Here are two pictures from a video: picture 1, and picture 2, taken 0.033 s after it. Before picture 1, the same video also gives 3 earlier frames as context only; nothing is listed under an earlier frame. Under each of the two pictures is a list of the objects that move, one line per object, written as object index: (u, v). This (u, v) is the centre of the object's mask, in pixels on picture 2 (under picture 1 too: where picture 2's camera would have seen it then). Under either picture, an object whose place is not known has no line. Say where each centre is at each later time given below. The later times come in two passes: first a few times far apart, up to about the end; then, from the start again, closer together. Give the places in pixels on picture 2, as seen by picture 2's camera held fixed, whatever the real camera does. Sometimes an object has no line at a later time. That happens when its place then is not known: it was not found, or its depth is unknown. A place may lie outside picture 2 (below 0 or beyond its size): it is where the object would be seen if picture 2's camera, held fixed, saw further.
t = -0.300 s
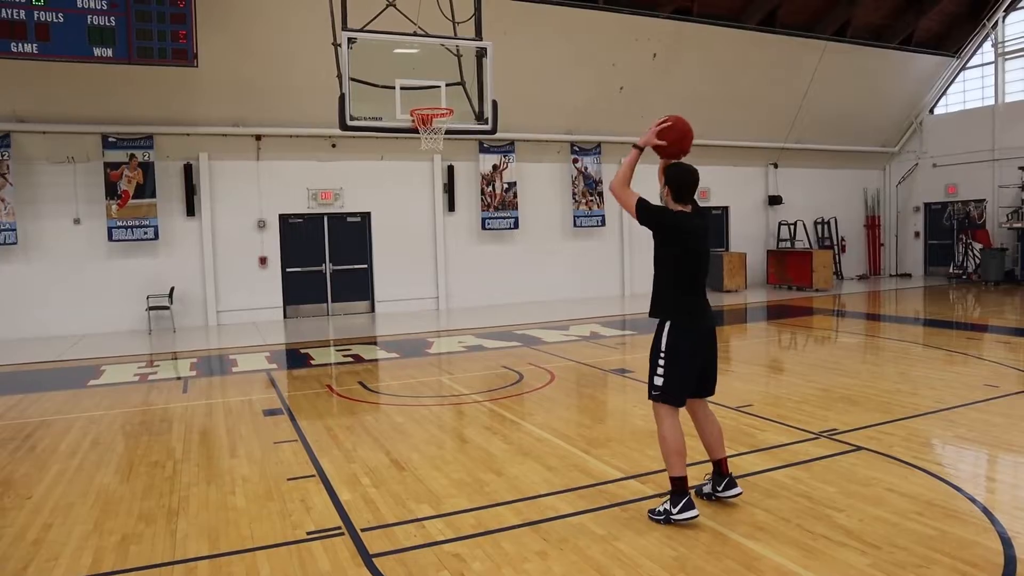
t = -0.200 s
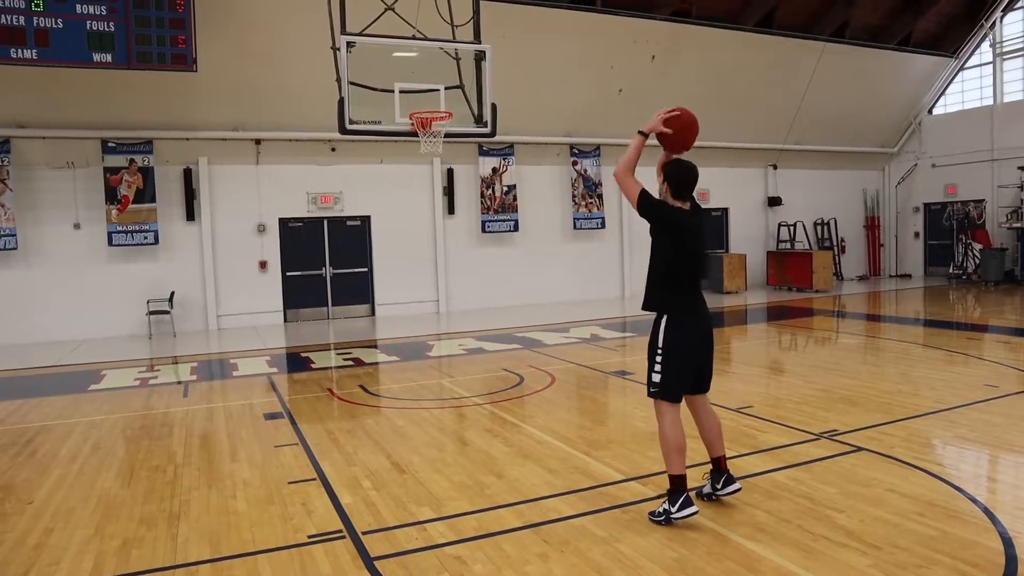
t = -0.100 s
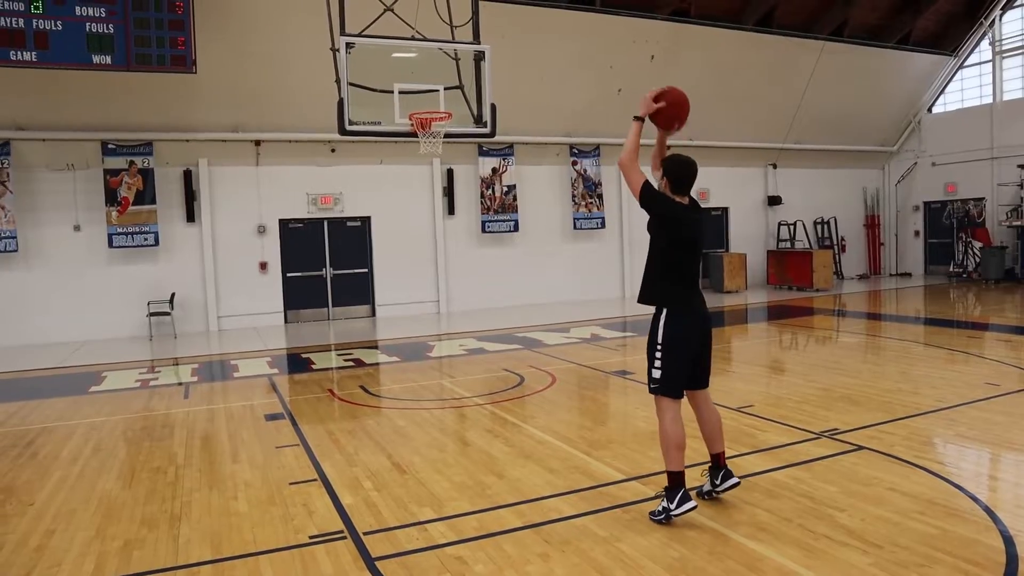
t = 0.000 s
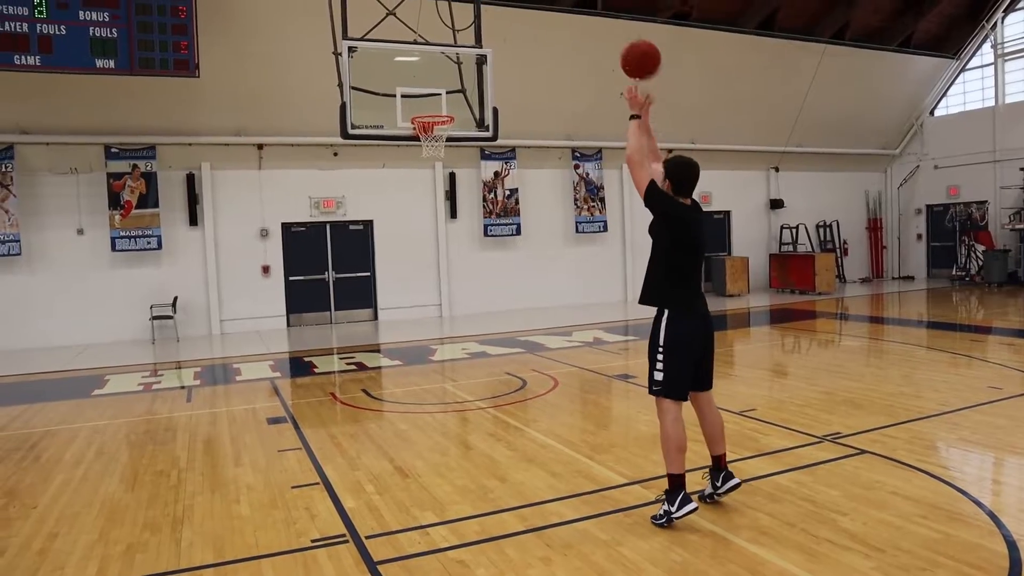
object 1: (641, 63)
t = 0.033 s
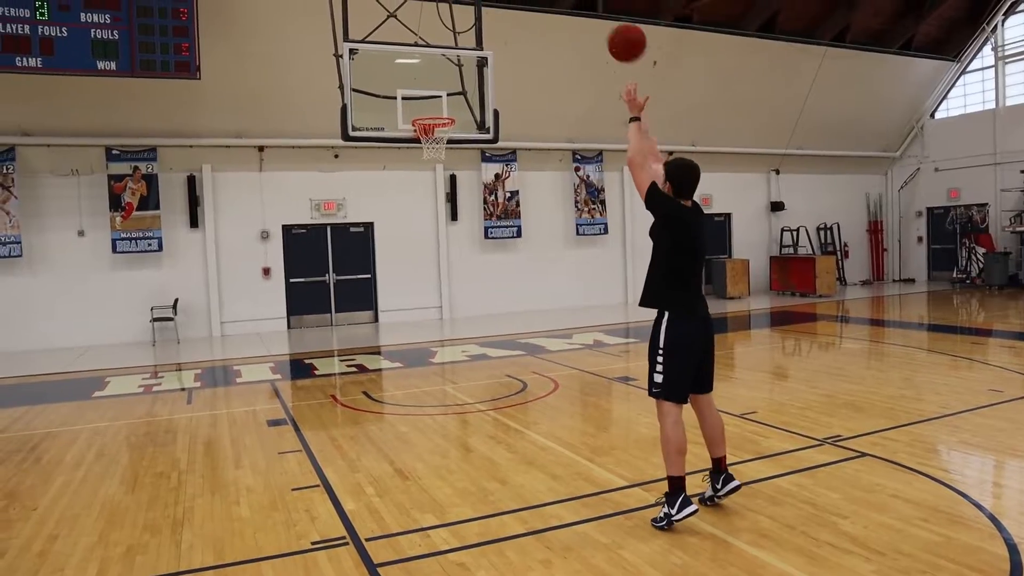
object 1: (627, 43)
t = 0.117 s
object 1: (595, 8)
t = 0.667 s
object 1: (473, 20)
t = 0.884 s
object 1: (447, 93)
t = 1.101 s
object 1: (417, 145)
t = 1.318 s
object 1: (419, 145)
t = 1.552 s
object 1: (427, 200)
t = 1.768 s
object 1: (437, 298)
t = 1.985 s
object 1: (448, 362)
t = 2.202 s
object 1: (462, 282)
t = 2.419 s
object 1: (478, 245)
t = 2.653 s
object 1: (497, 256)
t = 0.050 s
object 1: (620, 34)
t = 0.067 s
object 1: (613, 26)
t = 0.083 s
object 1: (607, 18)
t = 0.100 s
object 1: (601, 12)
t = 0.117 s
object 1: (595, 8)
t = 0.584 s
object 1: (487, 9)
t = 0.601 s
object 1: (483, 10)
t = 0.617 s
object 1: (480, 12)
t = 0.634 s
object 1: (478, 15)
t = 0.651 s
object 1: (475, 17)
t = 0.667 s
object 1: (473, 20)
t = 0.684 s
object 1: (470, 24)
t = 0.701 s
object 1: (469, 29)
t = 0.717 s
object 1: (467, 33)
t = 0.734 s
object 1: (464, 39)
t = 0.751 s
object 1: (462, 44)
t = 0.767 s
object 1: (460, 50)
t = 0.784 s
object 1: (458, 56)
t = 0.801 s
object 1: (456, 62)
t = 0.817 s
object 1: (455, 67)
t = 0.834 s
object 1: (453, 74)
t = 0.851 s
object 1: (451, 80)
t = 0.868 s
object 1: (449, 86)
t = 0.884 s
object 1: (447, 93)
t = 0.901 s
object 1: (446, 100)
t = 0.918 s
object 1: (444, 106)
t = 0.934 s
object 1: (443, 110)
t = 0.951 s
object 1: (441, 120)
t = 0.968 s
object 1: (438, 124)
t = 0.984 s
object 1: (432, 130)
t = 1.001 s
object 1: (430, 131)
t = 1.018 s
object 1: (424, 137)
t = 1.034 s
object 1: (423, 138)
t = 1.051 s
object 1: (418, 144)
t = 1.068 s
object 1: (417, 144)
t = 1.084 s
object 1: (417, 147)
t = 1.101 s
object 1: (417, 145)
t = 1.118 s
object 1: (415, 145)
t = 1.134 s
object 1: (415, 144)
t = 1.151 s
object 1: (416, 142)
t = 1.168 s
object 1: (414, 142)
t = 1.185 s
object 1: (415, 141)
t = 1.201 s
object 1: (415, 140)
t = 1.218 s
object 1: (416, 140)
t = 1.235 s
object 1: (416, 140)
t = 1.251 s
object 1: (417, 141)
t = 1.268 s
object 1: (417, 141)
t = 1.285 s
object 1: (418, 143)
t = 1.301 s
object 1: (418, 144)
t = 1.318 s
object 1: (419, 145)
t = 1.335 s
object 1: (419, 148)
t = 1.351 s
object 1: (420, 151)
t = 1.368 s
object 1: (421, 154)
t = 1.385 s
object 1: (421, 156)
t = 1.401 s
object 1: (422, 159)
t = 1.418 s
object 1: (422, 163)
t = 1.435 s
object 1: (423, 166)
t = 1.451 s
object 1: (423, 170)
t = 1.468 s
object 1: (424, 175)
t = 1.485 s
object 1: (425, 179)
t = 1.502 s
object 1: (425, 184)
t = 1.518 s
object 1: (426, 189)
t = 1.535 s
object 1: (427, 194)
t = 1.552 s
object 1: (427, 200)
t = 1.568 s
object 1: (428, 206)
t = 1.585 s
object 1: (429, 212)
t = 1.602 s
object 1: (430, 218)
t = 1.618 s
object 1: (430, 225)
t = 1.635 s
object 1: (431, 232)
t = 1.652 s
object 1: (432, 239)
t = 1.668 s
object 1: (432, 247)
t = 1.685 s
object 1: (433, 255)
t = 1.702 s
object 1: (434, 263)
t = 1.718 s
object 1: (435, 271)
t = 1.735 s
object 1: (435, 280)
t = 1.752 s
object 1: (436, 289)
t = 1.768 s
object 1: (437, 298)
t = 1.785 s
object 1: (438, 308)
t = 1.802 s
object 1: (439, 317)
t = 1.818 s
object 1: (440, 327)
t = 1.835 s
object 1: (440, 338)
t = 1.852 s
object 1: (441, 348)
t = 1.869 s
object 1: (442, 359)
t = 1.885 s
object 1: (443, 371)
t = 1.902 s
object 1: (443, 382)
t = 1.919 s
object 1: (444, 393)
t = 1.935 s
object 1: (445, 386)
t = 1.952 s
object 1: (446, 378)
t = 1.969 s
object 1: (447, 370)
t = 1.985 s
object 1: (448, 362)
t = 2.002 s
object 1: (449, 354)
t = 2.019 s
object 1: (450, 347)
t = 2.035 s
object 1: (451, 340)
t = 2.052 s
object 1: (452, 333)
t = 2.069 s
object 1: (453, 326)
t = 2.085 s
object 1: (454, 320)
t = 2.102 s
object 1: (455, 314)
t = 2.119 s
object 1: (456, 308)
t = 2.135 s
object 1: (457, 302)
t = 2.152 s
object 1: (458, 297)
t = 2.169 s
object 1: (459, 291)
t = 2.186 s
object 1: (460, 286)
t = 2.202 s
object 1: (462, 282)
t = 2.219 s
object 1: (463, 277)
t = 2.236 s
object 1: (464, 273)
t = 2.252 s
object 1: (465, 269)
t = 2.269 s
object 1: (466, 266)
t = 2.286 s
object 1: (468, 262)
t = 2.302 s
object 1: (469, 259)
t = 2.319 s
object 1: (470, 256)
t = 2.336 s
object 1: (471, 254)
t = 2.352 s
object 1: (473, 251)
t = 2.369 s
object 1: (474, 249)
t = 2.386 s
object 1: (475, 248)
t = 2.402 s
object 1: (476, 246)
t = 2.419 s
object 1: (478, 245)
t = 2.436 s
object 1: (479, 244)
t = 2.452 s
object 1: (480, 243)
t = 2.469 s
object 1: (482, 243)
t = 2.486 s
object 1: (483, 243)
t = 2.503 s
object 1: (484, 243)
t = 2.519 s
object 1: (486, 243)
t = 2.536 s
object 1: (487, 244)
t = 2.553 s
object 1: (488, 245)
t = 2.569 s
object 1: (490, 246)
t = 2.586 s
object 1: (491, 247)
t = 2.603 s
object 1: (493, 249)
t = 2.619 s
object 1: (494, 251)
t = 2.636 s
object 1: (496, 253)
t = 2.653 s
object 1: (497, 256)
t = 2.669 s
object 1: (499, 259)
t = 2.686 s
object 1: (500, 262)
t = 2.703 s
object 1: (501, 265)
